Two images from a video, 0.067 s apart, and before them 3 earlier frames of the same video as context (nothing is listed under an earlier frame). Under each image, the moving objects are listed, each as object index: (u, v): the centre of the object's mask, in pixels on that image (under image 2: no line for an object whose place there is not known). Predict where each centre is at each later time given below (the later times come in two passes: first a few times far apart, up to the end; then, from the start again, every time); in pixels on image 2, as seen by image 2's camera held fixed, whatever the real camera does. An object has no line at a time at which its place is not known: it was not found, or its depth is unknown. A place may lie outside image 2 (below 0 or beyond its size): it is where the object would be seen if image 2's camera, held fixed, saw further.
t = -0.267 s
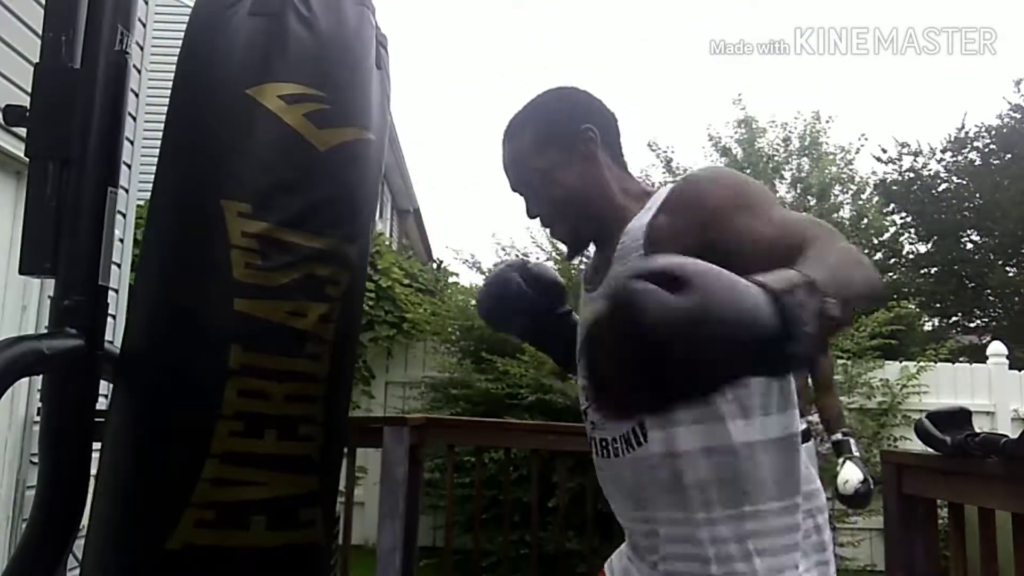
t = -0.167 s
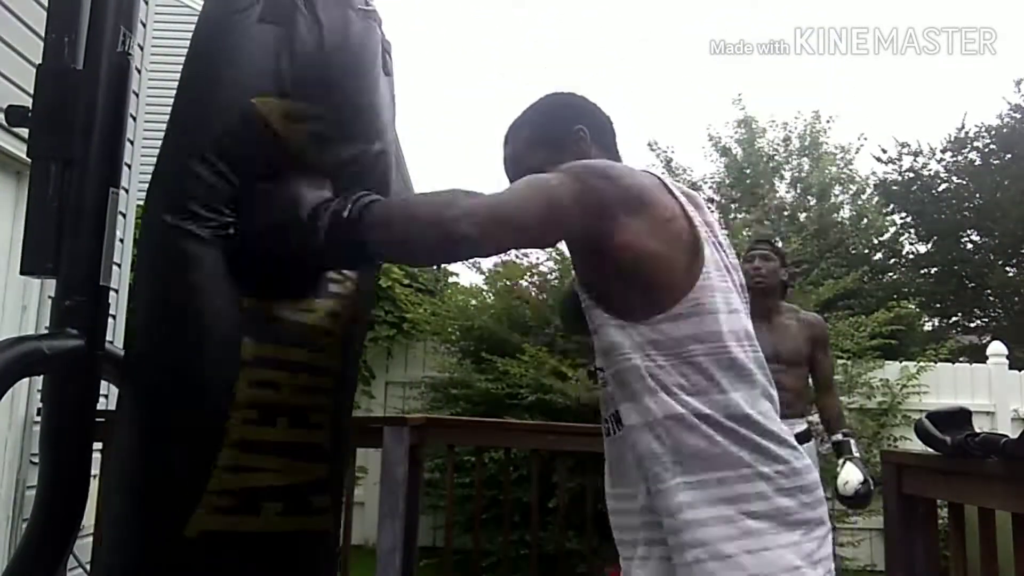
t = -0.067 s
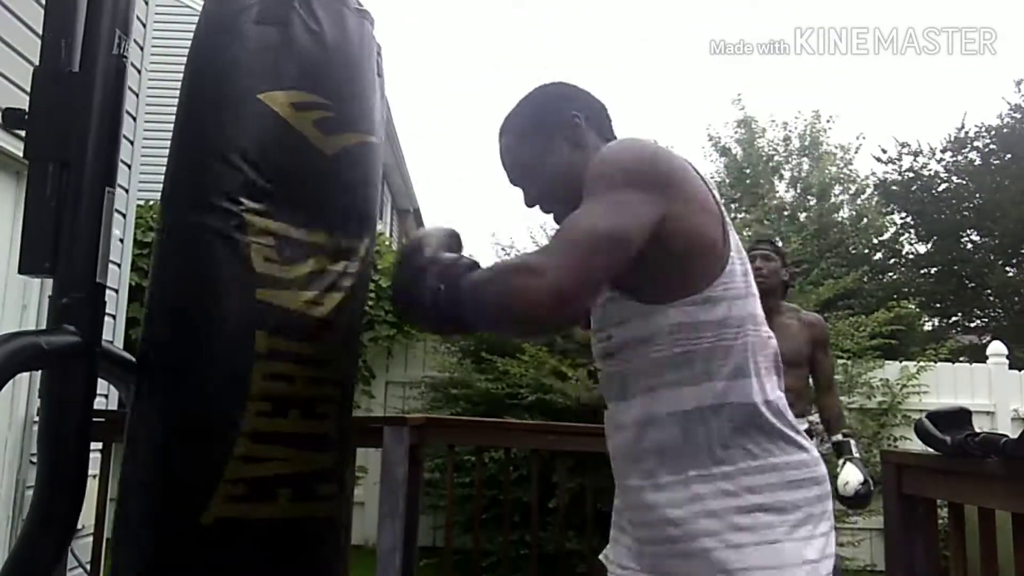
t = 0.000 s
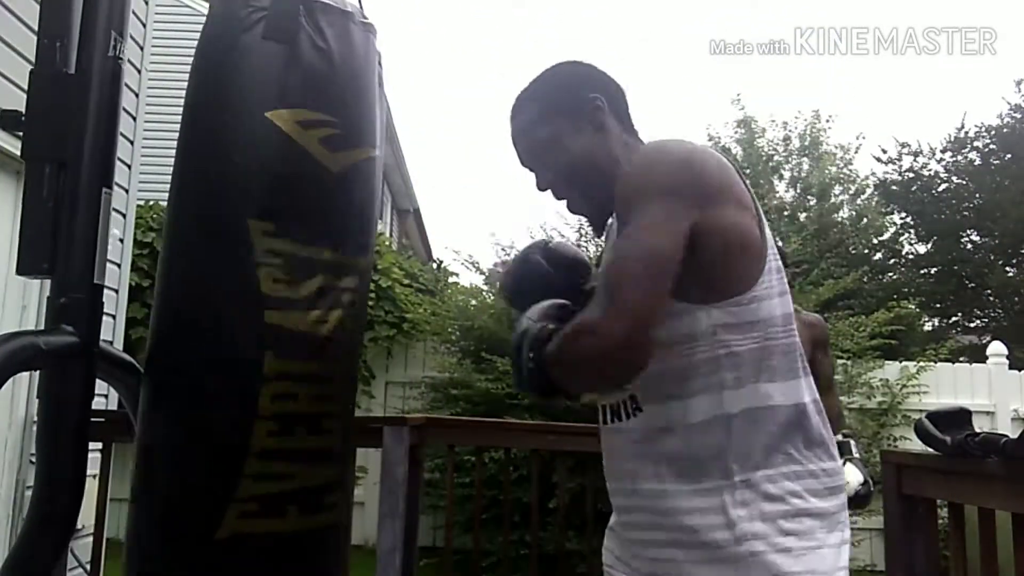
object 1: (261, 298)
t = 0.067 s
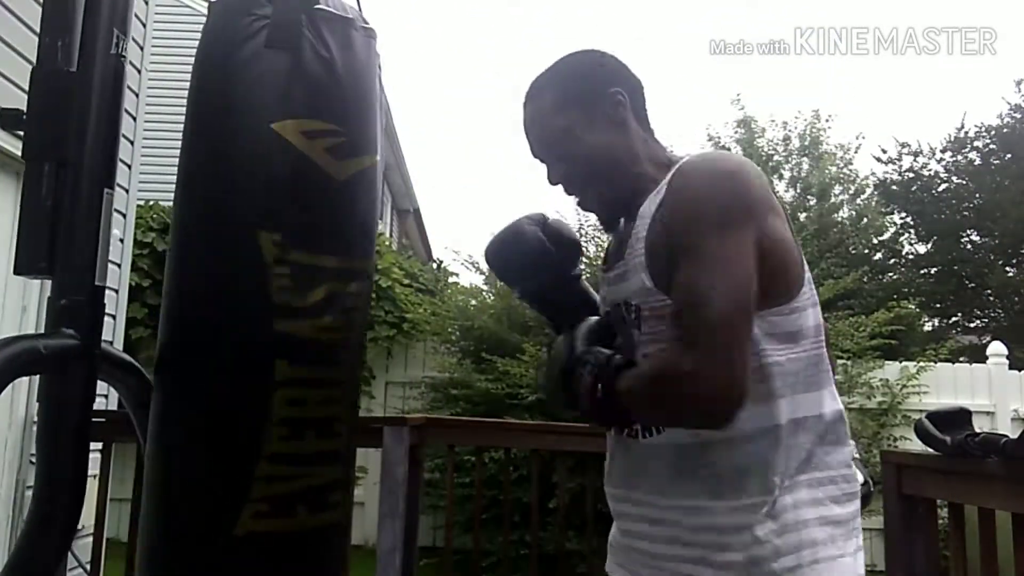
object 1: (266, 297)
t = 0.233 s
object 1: (283, 295)
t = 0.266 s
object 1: (290, 296)
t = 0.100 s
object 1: (270, 295)
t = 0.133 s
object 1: (272, 294)
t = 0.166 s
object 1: (275, 294)
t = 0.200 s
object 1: (279, 294)
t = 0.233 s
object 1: (283, 295)
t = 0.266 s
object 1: (290, 296)
